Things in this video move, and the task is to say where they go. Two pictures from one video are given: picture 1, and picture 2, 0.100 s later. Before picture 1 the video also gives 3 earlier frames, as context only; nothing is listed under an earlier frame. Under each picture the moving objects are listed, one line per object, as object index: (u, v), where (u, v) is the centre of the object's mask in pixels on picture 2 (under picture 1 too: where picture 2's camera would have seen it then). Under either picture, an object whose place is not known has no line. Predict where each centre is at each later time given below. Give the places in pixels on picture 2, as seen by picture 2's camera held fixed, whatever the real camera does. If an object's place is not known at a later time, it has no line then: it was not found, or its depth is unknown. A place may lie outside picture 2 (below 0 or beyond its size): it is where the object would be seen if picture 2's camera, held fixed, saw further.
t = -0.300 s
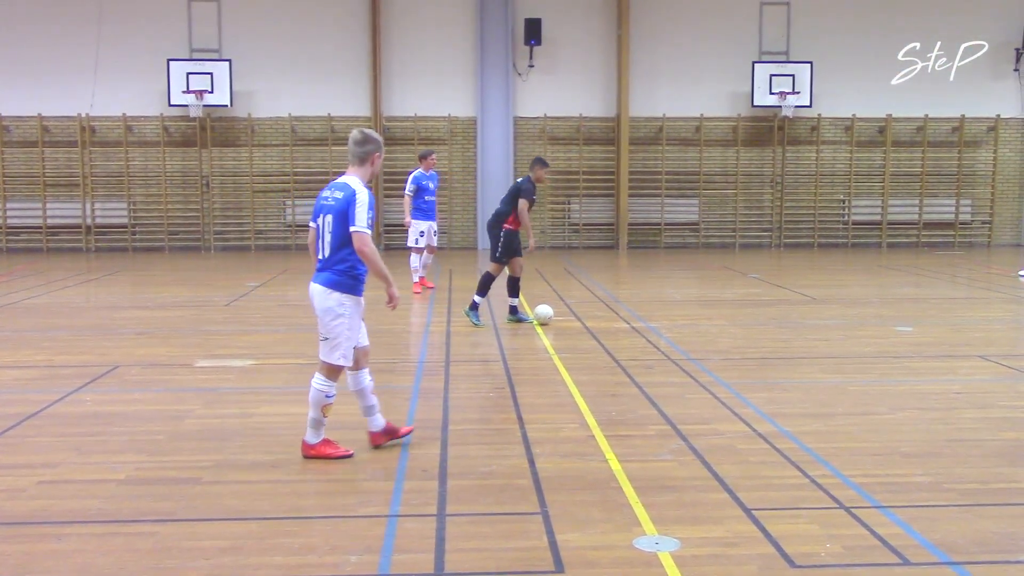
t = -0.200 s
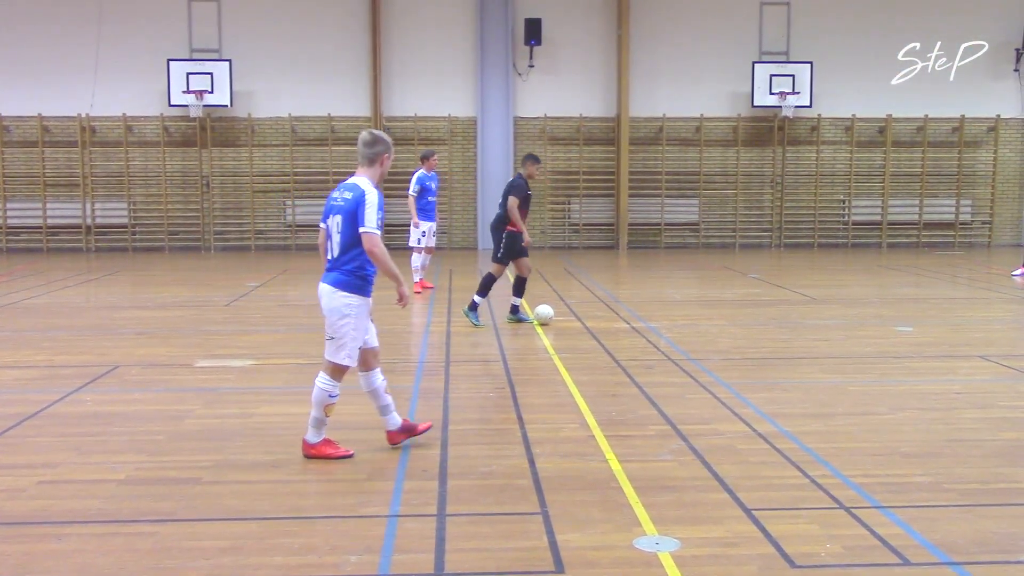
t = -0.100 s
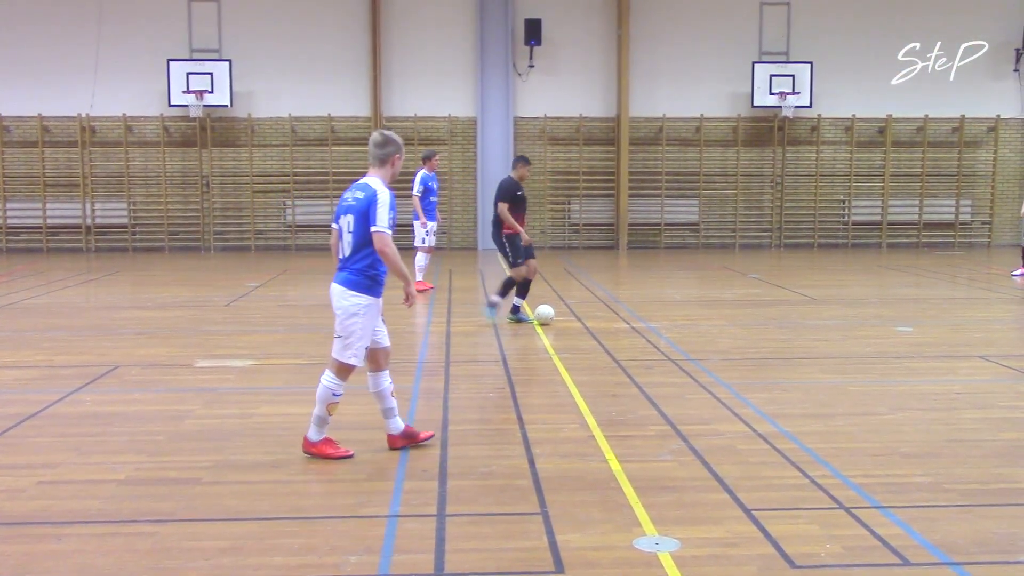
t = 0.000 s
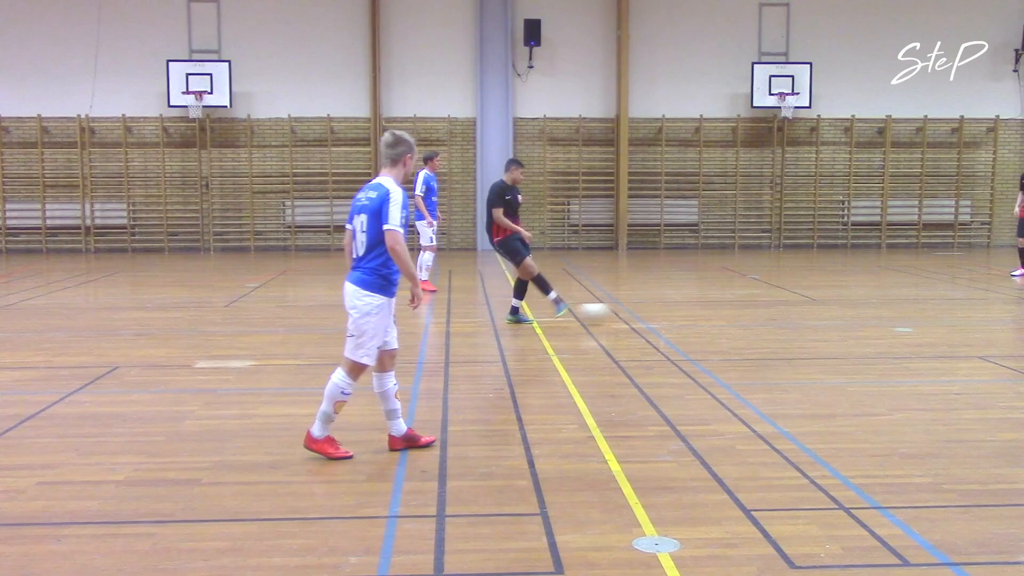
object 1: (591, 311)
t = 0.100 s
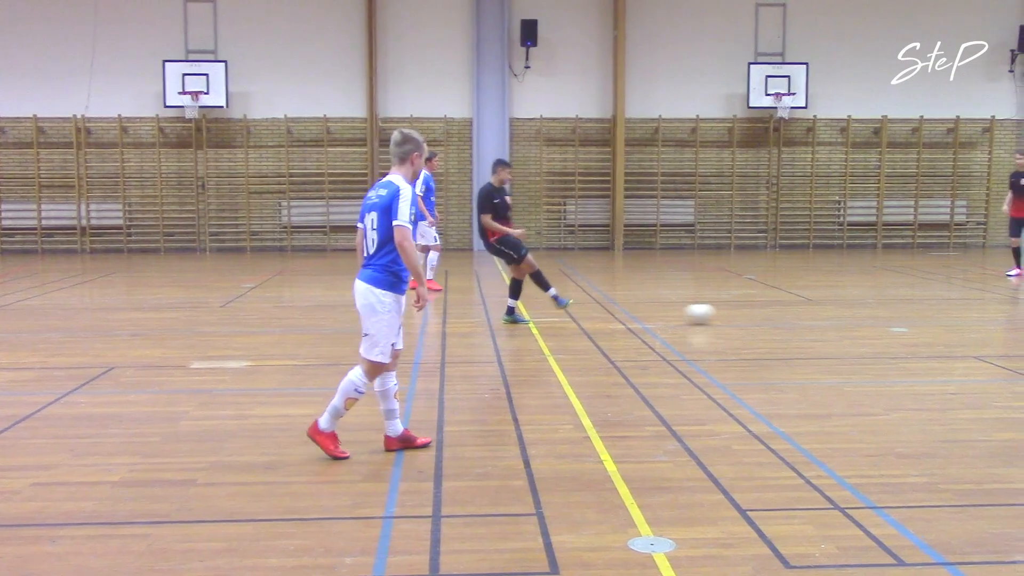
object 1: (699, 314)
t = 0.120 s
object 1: (719, 314)
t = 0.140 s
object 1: (738, 314)
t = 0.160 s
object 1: (758, 315)
